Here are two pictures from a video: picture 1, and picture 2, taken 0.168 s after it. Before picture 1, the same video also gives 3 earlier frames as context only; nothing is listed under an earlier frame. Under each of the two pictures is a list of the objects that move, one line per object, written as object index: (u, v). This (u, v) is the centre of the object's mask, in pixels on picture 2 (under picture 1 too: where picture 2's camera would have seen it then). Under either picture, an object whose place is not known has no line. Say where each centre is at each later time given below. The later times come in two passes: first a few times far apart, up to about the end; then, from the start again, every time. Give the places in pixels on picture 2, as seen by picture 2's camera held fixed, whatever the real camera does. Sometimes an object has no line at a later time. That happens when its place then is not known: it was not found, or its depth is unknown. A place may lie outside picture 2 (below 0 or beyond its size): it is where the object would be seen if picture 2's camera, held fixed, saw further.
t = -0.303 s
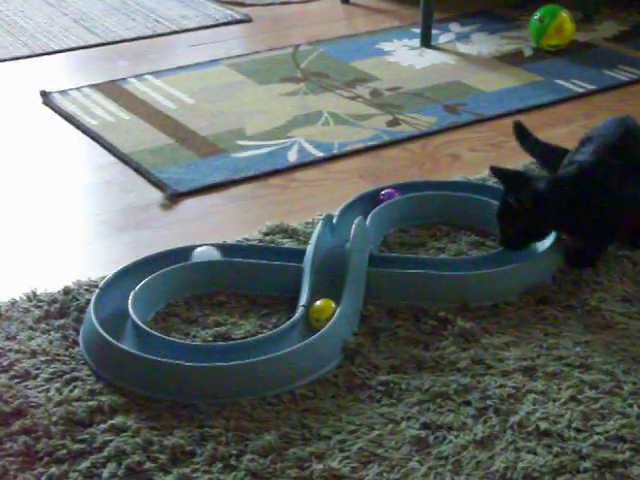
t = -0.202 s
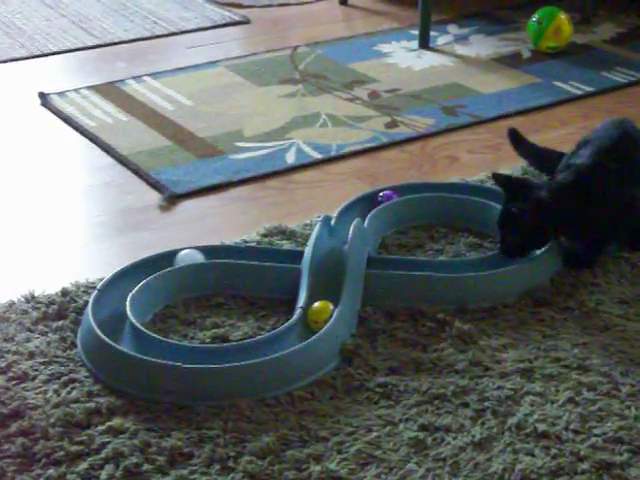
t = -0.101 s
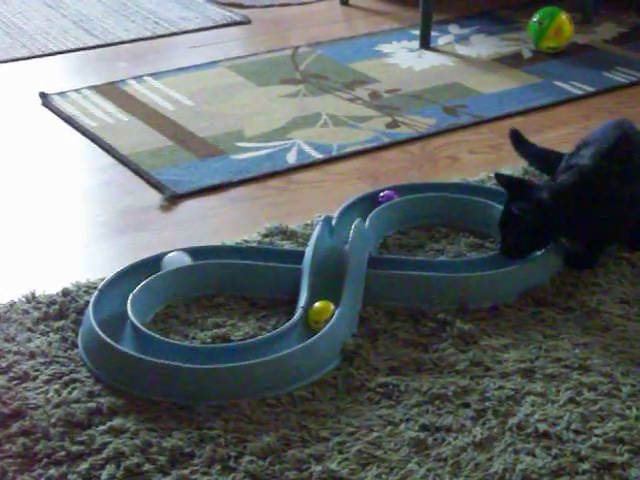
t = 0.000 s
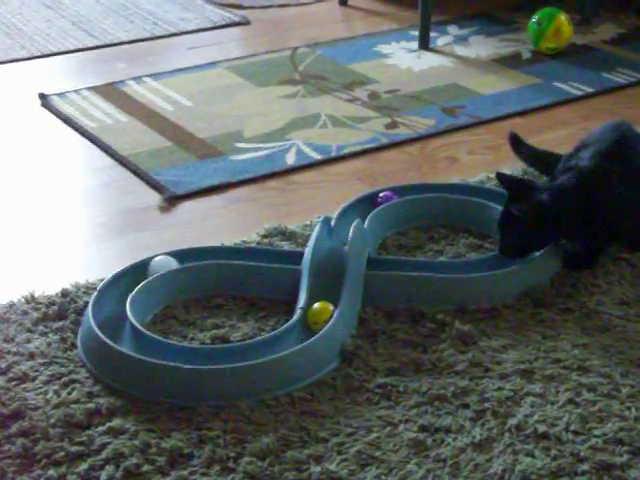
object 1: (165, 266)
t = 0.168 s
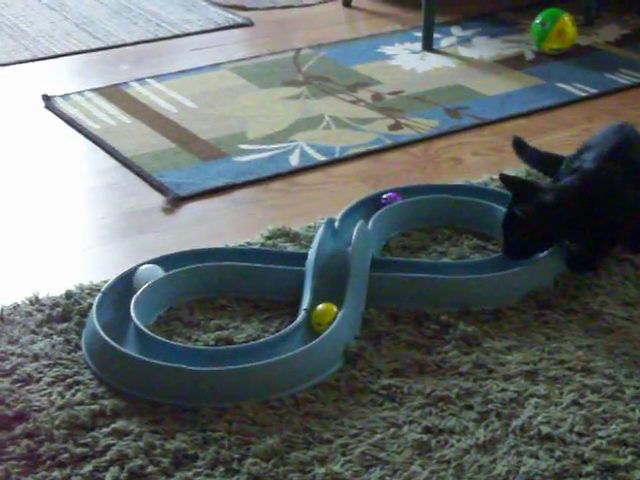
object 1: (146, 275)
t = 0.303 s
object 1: (133, 284)
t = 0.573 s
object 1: (117, 307)
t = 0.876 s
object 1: (116, 325)
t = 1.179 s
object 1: (127, 340)
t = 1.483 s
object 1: (151, 352)
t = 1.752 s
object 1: (179, 358)
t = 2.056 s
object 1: (214, 361)
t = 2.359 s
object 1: (241, 359)
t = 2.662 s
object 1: (252, 357)
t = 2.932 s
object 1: (255, 356)
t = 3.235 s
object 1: (255, 356)
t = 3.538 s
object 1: (255, 356)
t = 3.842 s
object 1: (255, 356)
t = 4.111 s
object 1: (255, 356)
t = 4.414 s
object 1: (255, 356)
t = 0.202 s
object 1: (142, 277)
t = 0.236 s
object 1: (139, 279)
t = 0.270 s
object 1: (136, 282)
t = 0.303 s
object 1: (133, 284)
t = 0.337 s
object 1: (130, 287)
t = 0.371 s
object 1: (127, 289)
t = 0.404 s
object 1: (125, 292)
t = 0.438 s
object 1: (123, 295)
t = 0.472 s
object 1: (121, 298)
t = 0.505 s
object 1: (119, 301)
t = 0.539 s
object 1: (118, 304)
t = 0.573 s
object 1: (117, 307)
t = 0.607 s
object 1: (116, 309)
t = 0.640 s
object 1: (115, 311)
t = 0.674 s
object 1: (114, 314)
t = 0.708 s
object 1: (114, 316)
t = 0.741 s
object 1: (114, 318)
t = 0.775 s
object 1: (114, 320)
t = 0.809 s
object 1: (115, 322)
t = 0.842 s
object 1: (115, 324)
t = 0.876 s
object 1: (116, 325)
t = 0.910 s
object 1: (116, 327)
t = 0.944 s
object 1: (118, 329)
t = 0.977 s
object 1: (118, 331)
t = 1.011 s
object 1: (120, 332)
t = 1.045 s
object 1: (121, 334)
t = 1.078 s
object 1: (122, 335)
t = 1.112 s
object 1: (124, 337)
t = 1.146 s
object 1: (126, 338)
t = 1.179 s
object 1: (127, 340)
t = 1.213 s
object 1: (129, 341)
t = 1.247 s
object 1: (132, 343)
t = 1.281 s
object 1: (134, 344)
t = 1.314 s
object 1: (136, 345)
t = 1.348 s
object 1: (139, 347)
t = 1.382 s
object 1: (142, 348)
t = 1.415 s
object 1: (145, 349)
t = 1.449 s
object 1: (148, 350)
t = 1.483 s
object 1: (151, 352)
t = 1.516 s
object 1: (154, 353)
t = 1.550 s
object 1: (157, 354)
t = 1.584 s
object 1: (162, 354)
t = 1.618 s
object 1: (166, 355)
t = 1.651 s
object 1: (169, 356)
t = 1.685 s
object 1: (172, 357)
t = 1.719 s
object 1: (175, 358)
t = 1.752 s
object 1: (179, 358)
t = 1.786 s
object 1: (183, 359)
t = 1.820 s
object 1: (187, 359)
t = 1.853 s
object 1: (190, 360)
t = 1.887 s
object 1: (194, 360)
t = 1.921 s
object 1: (198, 361)
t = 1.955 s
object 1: (202, 361)
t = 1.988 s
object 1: (206, 361)
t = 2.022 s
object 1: (210, 361)
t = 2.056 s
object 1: (214, 361)
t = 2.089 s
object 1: (217, 361)
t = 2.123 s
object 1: (221, 361)
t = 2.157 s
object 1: (224, 361)
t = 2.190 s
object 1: (227, 360)
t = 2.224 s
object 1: (230, 360)
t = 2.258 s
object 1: (234, 360)
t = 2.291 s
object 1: (236, 359)
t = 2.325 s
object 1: (239, 359)
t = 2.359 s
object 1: (241, 359)
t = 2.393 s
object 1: (243, 358)
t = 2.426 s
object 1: (245, 358)
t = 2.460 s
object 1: (247, 358)
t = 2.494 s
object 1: (248, 357)
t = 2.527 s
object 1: (249, 357)
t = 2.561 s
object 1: (250, 357)
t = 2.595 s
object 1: (251, 357)
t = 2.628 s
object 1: (252, 357)
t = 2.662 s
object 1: (252, 357)
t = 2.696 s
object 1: (253, 357)
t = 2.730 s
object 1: (254, 356)
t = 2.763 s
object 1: (254, 356)
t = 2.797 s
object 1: (254, 356)
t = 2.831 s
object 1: (255, 356)
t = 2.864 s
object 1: (255, 356)
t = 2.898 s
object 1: (255, 356)
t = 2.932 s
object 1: (255, 356)
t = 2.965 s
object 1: (255, 356)
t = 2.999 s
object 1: (255, 356)
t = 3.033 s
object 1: (255, 356)
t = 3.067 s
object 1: (255, 356)
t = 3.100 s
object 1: (255, 356)
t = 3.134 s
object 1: (255, 356)
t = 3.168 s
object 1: (255, 356)
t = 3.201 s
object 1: (255, 356)
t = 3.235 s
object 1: (255, 356)
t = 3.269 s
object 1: (255, 356)
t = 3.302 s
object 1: (255, 356)
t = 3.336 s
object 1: (255, 356)
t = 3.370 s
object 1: (255, 356)
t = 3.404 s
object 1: (255, 356)
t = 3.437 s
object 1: (255, 356)
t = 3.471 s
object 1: (255, 356)
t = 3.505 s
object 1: (255, 356)
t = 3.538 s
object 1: (255, 356)
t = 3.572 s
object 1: (255, 356)
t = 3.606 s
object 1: (255, 356)
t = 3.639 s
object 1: (255, 356)
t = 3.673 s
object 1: (255, 356)
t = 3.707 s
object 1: (255, 356)
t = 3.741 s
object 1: (255, 356)
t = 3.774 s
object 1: (255, 356)
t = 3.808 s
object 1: (255, 356)
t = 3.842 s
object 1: (255, 356)
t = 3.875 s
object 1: (255, 356)
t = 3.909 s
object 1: (255, 356)
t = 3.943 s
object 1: (255, 356)
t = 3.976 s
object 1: (255, 356)
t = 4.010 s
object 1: (255, 356)
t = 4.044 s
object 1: (255, 356)
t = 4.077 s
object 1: (255, 356)
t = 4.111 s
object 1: (255, 356)
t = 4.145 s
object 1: (255, 356)
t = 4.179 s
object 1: (255, 356)
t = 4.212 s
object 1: (255, 356)
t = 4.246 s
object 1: (255, 356)
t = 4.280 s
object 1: (255, 356)
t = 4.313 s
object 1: (256, 356)
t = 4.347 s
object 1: (255, 356)
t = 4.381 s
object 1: (255, 356)
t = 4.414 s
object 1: (255, 356)
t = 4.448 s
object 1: (255, 356)
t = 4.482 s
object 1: (255, 356)
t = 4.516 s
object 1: (255, 356)
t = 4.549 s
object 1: (255, 356)
